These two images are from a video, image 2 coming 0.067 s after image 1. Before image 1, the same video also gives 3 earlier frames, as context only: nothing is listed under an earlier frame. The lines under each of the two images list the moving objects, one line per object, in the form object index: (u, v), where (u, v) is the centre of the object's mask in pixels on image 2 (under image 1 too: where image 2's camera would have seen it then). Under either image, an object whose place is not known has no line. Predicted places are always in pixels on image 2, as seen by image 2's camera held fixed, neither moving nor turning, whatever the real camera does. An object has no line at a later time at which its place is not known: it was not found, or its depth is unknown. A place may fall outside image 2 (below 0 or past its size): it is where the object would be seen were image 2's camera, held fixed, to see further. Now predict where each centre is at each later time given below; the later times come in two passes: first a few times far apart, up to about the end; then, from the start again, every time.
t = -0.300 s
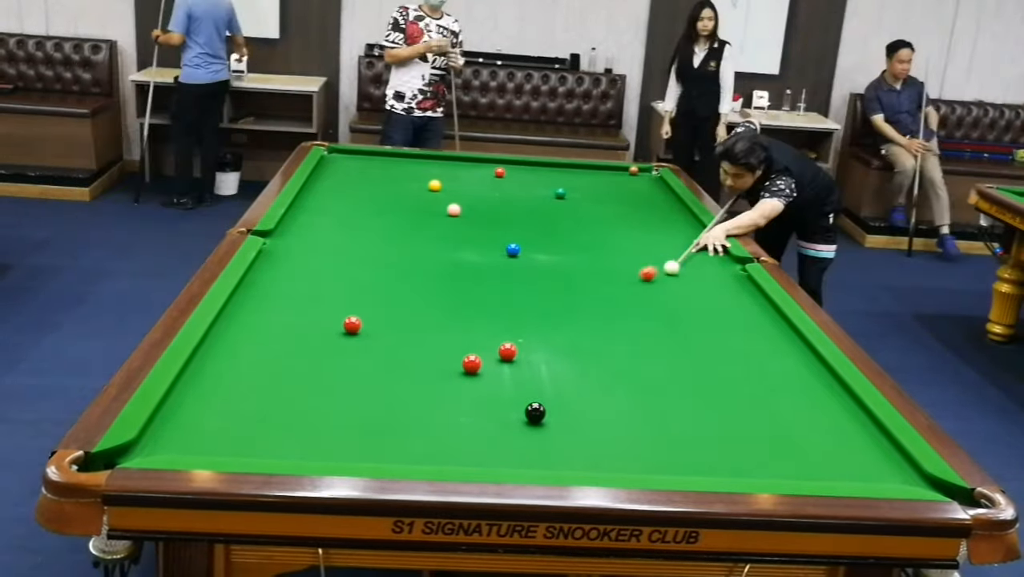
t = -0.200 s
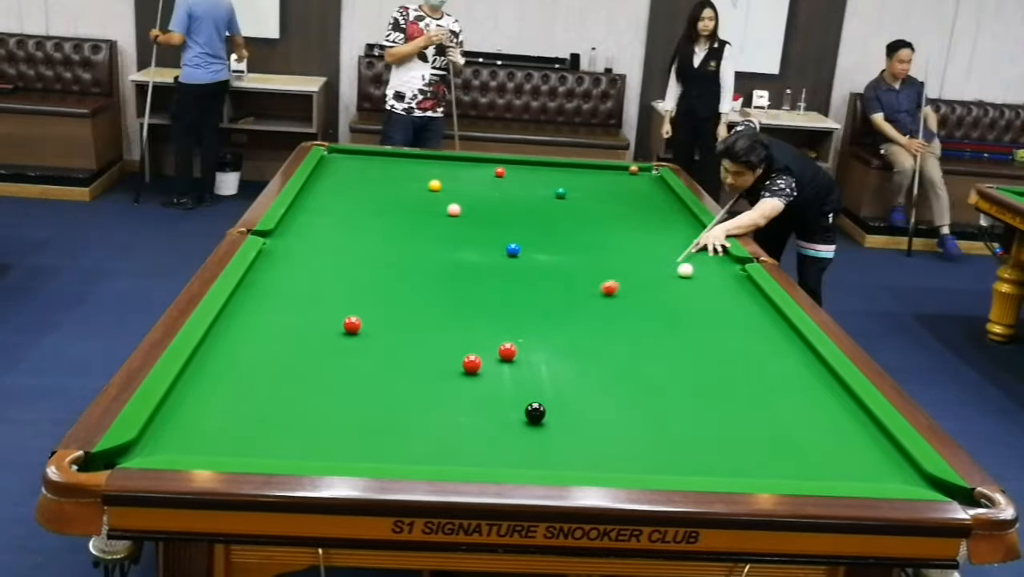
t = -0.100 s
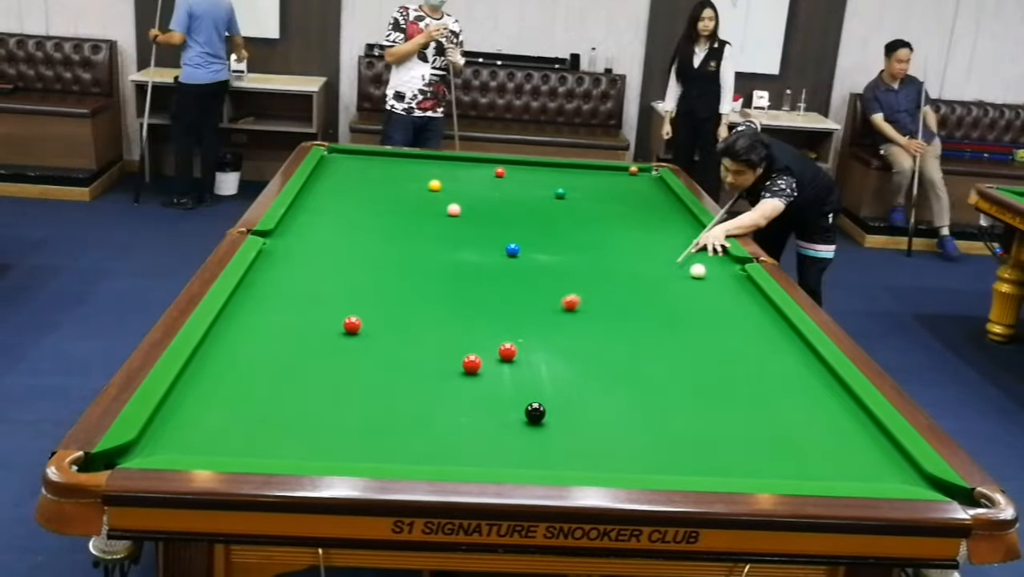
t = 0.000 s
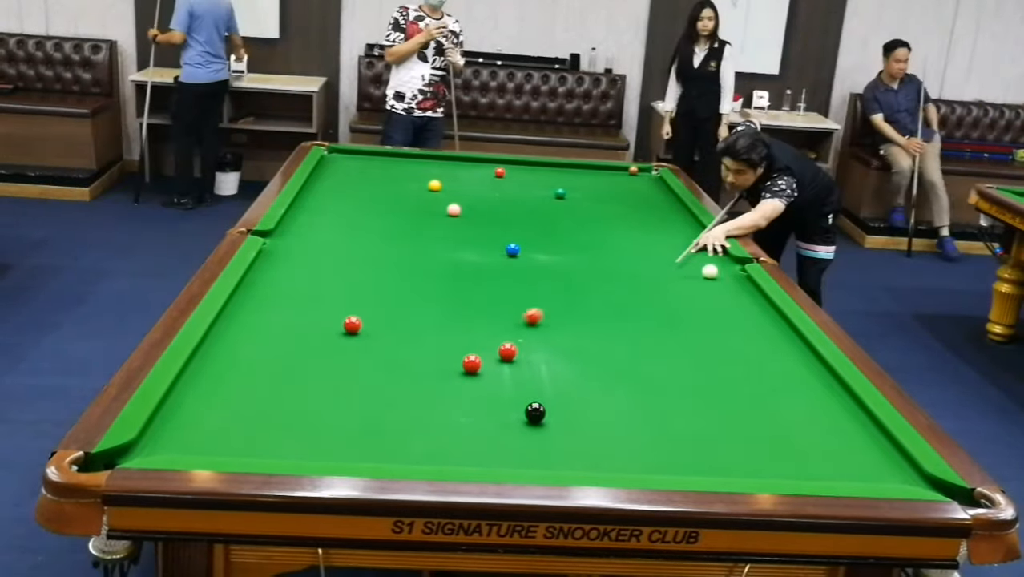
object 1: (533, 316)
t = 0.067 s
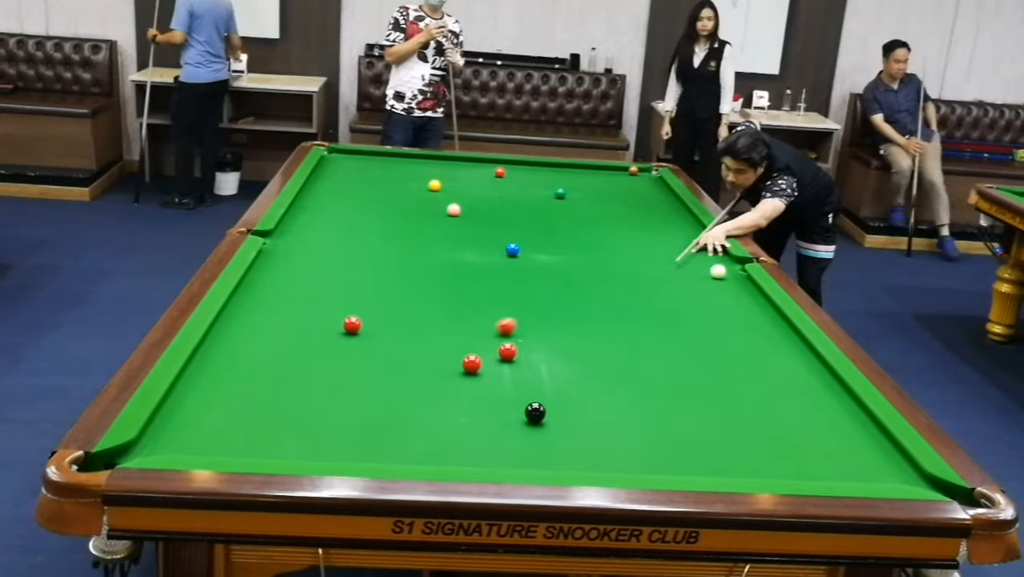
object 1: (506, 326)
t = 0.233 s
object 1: (431, 354)
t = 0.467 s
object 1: (302, 403)
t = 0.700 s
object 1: (143, 446)
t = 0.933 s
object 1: (252, 449)
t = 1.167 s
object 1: (353, 454)
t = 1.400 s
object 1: (451, 459)
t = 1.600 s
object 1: (532, 463)
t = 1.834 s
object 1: (622, 468)
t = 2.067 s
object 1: (707, 471)
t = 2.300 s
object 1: (787, 473)
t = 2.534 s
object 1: (864, 475)
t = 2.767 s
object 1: (923, 480)
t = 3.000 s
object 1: (910, 474)
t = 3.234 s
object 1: (899, 460)
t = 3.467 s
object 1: (890, 447)
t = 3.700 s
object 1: (882, 436)
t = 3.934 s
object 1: (872, 426)
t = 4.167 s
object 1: (864, 418)
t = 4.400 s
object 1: (856, 410)
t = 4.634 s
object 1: (848, 404)
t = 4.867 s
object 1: (842, 398)
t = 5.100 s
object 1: (835, 393)
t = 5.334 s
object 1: (829, 388)
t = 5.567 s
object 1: (825, 385)
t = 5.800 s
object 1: (821, 382)
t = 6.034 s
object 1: (819, 380)
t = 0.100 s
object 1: (492, 331)
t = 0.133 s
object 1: (478, 337)
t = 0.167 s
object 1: (463, 342)
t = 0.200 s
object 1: (447, 348)
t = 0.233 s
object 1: (431, 354)
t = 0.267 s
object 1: (415, 360)
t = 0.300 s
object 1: (398, 367)
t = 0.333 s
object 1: (380, 373)
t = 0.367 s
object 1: (362, 380)
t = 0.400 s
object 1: (342, 388)
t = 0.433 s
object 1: (322, 395)
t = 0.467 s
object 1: (302, 403)
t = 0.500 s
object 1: (281, 411)
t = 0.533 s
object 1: (258, 419)
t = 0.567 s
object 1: (236, 428)
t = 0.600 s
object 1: (212, 437)
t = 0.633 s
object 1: (187, 444)
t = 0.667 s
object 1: (162, 449)
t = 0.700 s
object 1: (143, 446)
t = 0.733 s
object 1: (151, 445)
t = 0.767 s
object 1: (171, 445)
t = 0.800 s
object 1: (190, 446)
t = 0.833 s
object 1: (207, 446)
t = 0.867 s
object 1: (223, 447)
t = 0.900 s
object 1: (238, 448)
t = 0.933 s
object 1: (252, 449)
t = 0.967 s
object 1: (267, 449)
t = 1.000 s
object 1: (282, 450)
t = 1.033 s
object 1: (296, 451)
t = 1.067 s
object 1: (310, 452)
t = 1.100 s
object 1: (324, 452)
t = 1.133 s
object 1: (338, 453)
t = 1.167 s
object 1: (353, 454)
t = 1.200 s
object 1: (367, 455)
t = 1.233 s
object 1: (381, 455)
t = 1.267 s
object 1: (395, 456)
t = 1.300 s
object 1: (409, 457)
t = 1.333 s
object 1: (423, 458)
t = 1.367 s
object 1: (437, 458)
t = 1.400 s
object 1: (451, 459)
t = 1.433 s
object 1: (465, 459)
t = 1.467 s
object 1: (479, 460)
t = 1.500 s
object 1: (492, 461)
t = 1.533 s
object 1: (505, 462)
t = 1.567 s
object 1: (519, 462)
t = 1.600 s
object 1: (532, 463)
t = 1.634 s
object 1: (545, 464)
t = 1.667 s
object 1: (558, 465)
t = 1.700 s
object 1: (572, 465)
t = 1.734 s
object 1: (585, 466)
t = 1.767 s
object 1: (598, 467)
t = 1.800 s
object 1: (610, 467)
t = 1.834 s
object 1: (622, 468)
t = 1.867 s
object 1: (635, 468)
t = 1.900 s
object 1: (647, 468)
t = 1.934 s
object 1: (659, 469)
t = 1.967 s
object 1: (671, 469)
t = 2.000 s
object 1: (683, 470)
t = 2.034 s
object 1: (695, 470)
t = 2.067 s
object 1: (707, 471)
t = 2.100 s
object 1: (719, 471)
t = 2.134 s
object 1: (730, 471)
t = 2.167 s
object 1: (741, 472)
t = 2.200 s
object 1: (753, 472)
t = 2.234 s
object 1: (764, 472)
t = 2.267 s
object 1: (776, 472)
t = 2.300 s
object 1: (787, 473)
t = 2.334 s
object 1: (798, 474)
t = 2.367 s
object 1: (809, 474)
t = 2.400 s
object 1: (820, 474)
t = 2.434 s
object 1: (831, 474)
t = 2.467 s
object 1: (842, 475)
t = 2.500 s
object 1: (853, 475)
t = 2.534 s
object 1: (864, 475)
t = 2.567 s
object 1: (874, 476)
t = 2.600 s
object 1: (885, 476)
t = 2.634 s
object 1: (896, 476)
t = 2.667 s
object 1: (907, 477)
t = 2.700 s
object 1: (917, 478)
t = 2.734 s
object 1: (925, 479)
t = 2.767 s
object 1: (923, 480)
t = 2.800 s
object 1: (920, 482)
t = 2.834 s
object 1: (918, 482)
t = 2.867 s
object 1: (916, 480)
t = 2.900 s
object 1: (914, 479)
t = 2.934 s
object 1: (913, 477)
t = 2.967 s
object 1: (911, 476)
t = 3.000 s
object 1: (910, 474)
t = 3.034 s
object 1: (908, 473)
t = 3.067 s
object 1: (906, 471)
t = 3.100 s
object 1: (905, 469)
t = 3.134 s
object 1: (903, 466)
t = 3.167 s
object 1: (902, 464)
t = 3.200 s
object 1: (900, 462)
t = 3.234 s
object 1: (899, 460)
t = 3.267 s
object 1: (897, 459)
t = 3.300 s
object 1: (896, 457)
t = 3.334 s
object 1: (895, 454)
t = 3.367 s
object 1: (894, 453)
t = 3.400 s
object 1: (892, 451)
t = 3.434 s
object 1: (891, 449)
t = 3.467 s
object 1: (890, 447)
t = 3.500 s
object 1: (889, 446)
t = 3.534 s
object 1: (887, 444)
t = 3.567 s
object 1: (886, 442)
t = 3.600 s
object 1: (885, 441)
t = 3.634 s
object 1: (884, 439)
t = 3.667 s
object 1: (883, 437)
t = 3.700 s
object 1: (882, 436)
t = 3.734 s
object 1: (881, 434)
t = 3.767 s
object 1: (879, 433)
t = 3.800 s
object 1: (878, 431)
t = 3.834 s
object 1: (876, 430)
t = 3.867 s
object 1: (875, 429)
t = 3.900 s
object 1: (873, 427)
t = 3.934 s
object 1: (872, 426)
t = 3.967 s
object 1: (871, 425)
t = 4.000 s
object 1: (870, 424)
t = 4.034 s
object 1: (869, 422)
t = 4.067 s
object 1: (867, 421)
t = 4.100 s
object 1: (866, 420)
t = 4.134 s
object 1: (865, 419)
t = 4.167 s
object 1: (864, 418)
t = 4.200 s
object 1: (863, 416)
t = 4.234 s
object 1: (862, 415)
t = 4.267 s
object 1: (860, 414)
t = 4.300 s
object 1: (859, 413)
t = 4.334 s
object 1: (858, 412)
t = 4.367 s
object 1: (857, 411)
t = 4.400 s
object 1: (856, 410)
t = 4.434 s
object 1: (855, 409)
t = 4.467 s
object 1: (854, 408)
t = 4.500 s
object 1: (853, 407)
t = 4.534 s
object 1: (852, 406)
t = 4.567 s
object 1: (851, 405)
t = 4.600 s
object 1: (849, 404)
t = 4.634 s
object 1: (848, 404)
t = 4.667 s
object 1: (847, 403)
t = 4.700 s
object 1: (847, 402)
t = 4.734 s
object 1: (845, 401)
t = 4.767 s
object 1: (845, 400)
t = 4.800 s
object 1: (844, 399)
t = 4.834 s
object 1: (843, 399)
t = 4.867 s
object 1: (842, 398)
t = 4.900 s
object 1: (841, 397)
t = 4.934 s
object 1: (840, 396)
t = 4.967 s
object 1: (839, 396)
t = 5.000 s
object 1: (838, 395)
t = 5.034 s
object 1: (837, 394)
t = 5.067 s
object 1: (836, 393)
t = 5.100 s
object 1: (835, 393)
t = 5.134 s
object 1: (834, 392)
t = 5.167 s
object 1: (834, 391)
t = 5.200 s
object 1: (832, 391)
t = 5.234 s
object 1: (832, 390)
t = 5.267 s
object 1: (831, 389)
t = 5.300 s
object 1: (830, 389)
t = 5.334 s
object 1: (829, 388)
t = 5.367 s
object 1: (829, 388)
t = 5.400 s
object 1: (828, 387)
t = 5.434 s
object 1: (828, 387)
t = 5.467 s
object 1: (827, 386)
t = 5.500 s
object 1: (826, 386)
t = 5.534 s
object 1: (826, 385)
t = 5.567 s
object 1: (825, 385)
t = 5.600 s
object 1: (825, 384)
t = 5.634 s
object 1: (824, 384)
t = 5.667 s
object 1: (823, 384)
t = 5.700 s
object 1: (823, 383)
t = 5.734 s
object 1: (822, 383)
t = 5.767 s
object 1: (822, 382)
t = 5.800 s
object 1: (821, 382)
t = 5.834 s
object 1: (821, 381)
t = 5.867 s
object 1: (821, 381)
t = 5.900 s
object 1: (820, 381)
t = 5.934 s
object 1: (820, 381)
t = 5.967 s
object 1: (819, 380)
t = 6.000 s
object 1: (819, 380)
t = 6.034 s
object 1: (819, 380)
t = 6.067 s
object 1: (818, 379)
